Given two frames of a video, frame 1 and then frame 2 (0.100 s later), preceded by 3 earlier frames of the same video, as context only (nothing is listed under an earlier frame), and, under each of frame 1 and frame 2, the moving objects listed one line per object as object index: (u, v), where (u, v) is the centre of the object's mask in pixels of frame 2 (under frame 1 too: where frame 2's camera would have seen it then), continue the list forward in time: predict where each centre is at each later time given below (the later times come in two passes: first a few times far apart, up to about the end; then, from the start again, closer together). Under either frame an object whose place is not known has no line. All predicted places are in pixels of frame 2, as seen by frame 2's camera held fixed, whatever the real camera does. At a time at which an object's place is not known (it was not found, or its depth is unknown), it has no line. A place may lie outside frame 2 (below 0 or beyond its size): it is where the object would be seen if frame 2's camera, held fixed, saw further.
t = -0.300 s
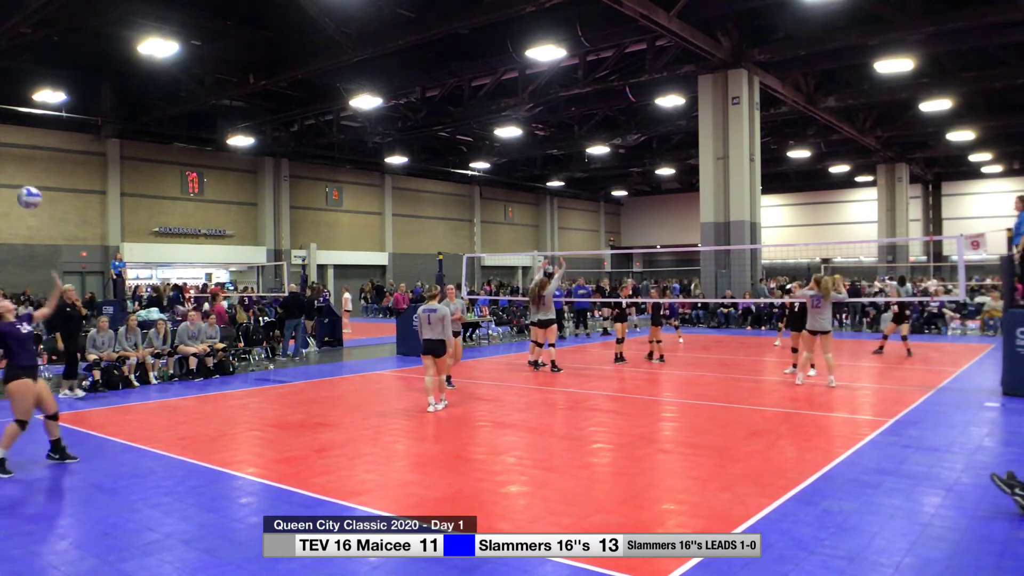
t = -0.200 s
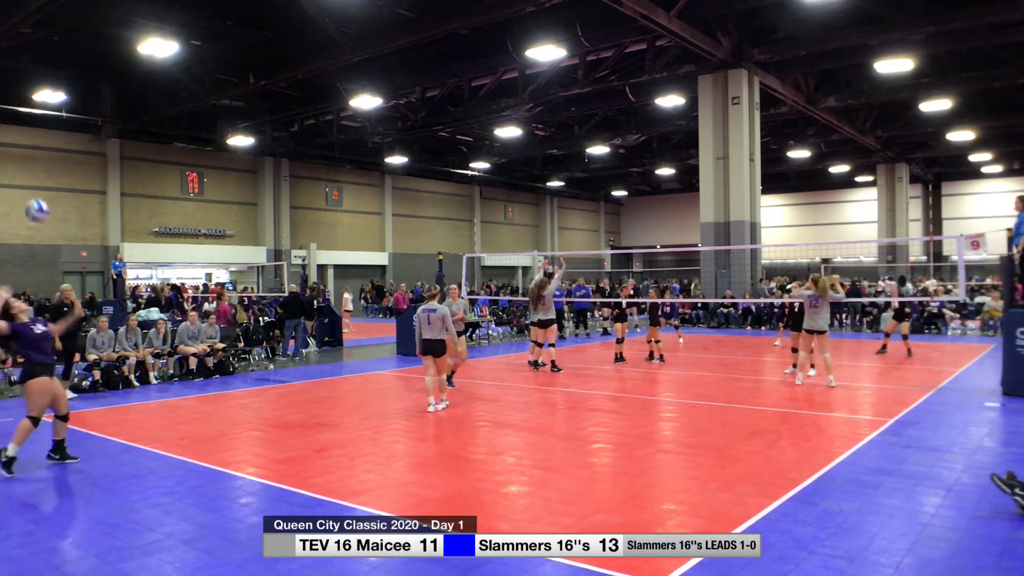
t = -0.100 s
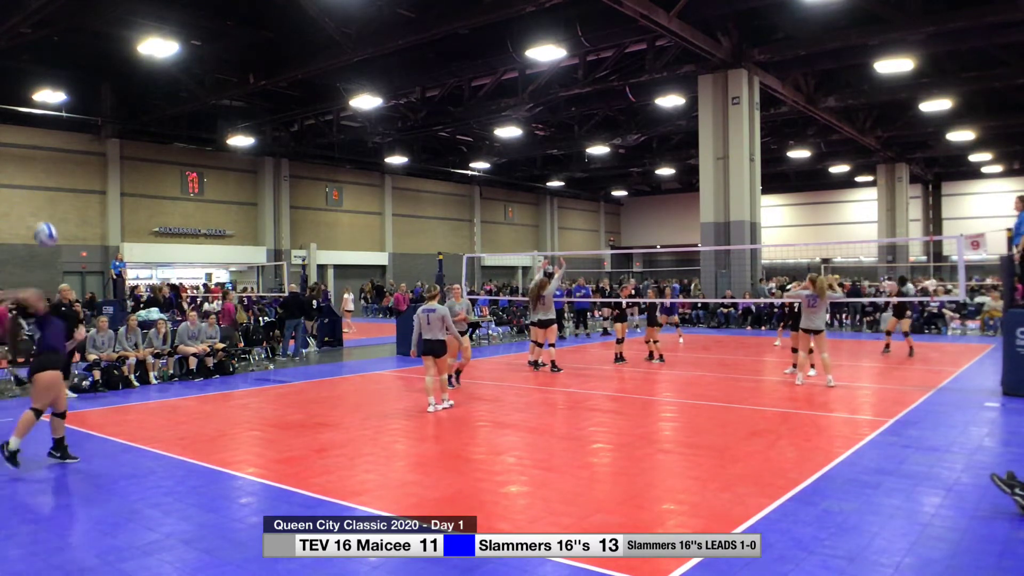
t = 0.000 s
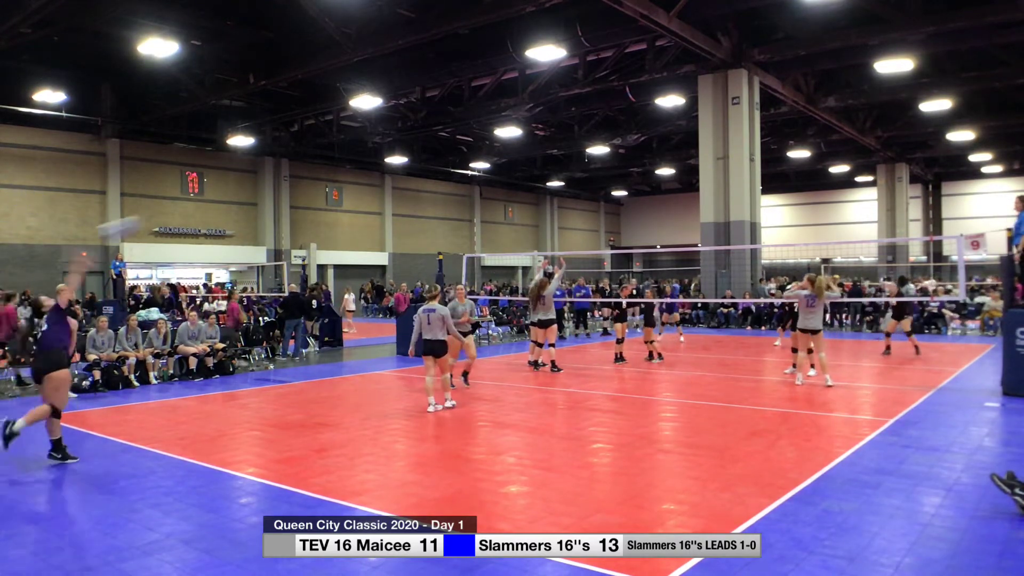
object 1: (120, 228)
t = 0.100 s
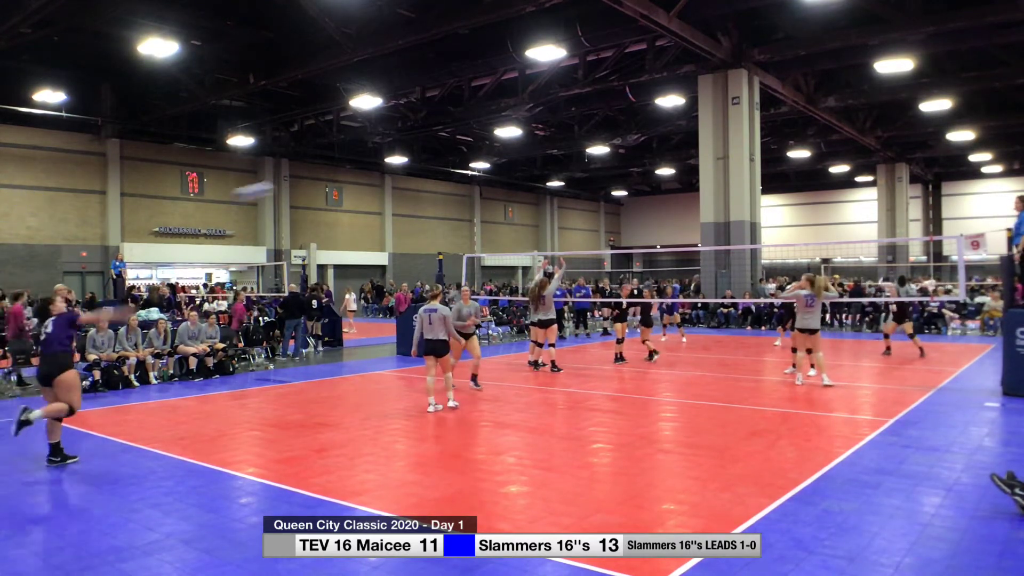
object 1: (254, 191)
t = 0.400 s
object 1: (524, 152)
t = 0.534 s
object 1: (604, 160)
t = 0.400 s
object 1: (524, 152)
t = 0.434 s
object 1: (546, 153)
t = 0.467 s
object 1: (566, 154)
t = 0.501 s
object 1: (584, 157)
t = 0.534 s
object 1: (604, 160)
